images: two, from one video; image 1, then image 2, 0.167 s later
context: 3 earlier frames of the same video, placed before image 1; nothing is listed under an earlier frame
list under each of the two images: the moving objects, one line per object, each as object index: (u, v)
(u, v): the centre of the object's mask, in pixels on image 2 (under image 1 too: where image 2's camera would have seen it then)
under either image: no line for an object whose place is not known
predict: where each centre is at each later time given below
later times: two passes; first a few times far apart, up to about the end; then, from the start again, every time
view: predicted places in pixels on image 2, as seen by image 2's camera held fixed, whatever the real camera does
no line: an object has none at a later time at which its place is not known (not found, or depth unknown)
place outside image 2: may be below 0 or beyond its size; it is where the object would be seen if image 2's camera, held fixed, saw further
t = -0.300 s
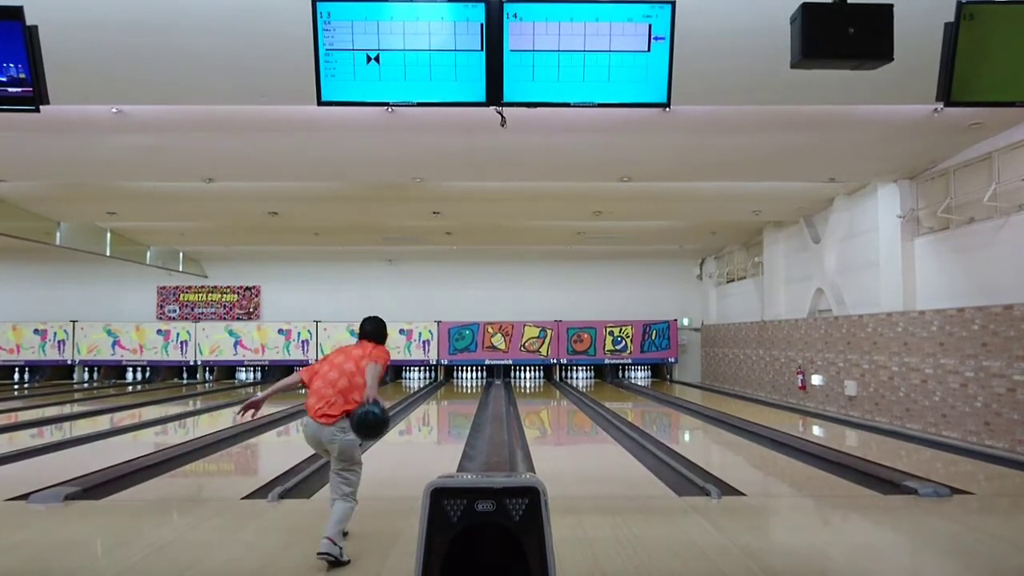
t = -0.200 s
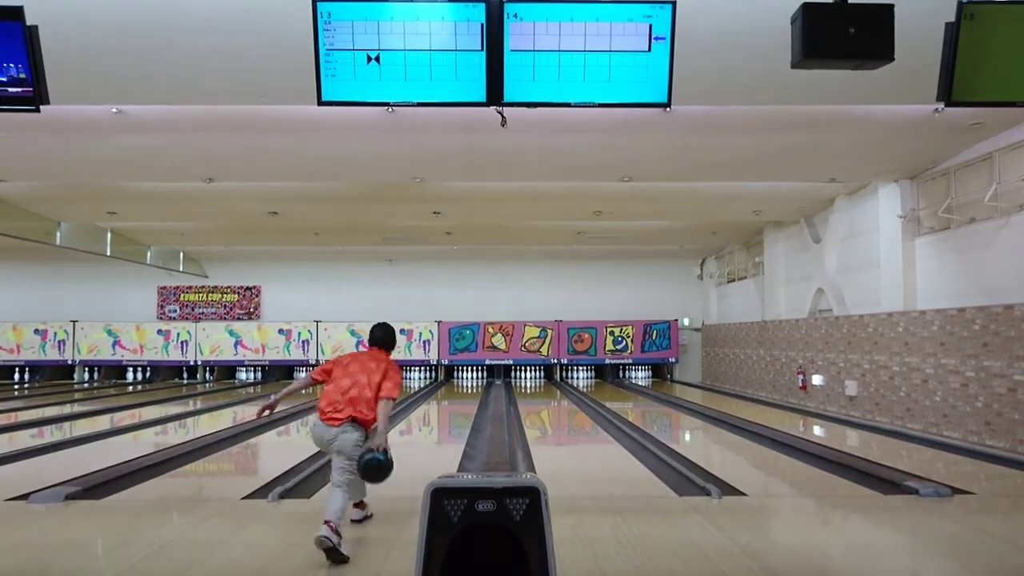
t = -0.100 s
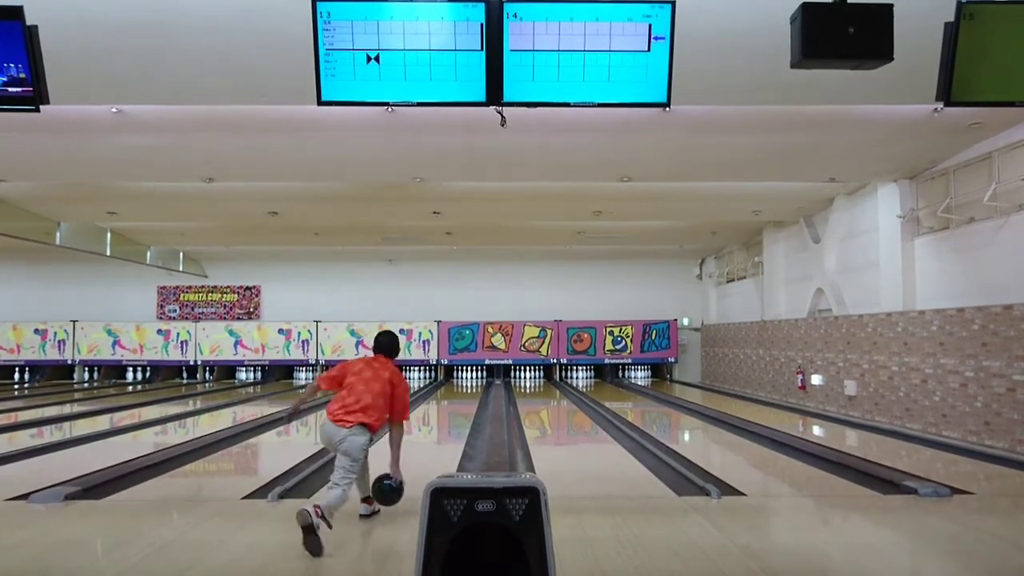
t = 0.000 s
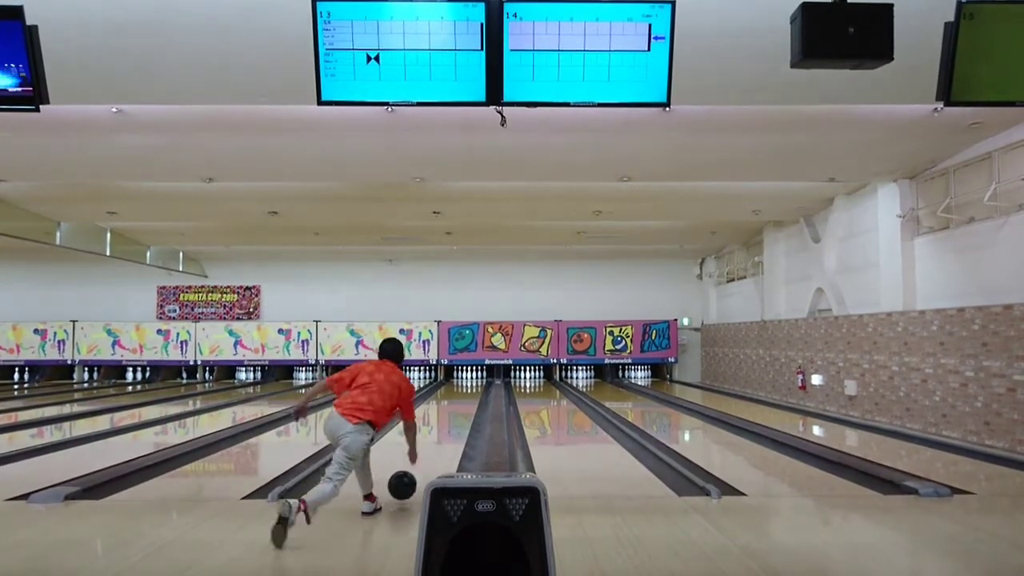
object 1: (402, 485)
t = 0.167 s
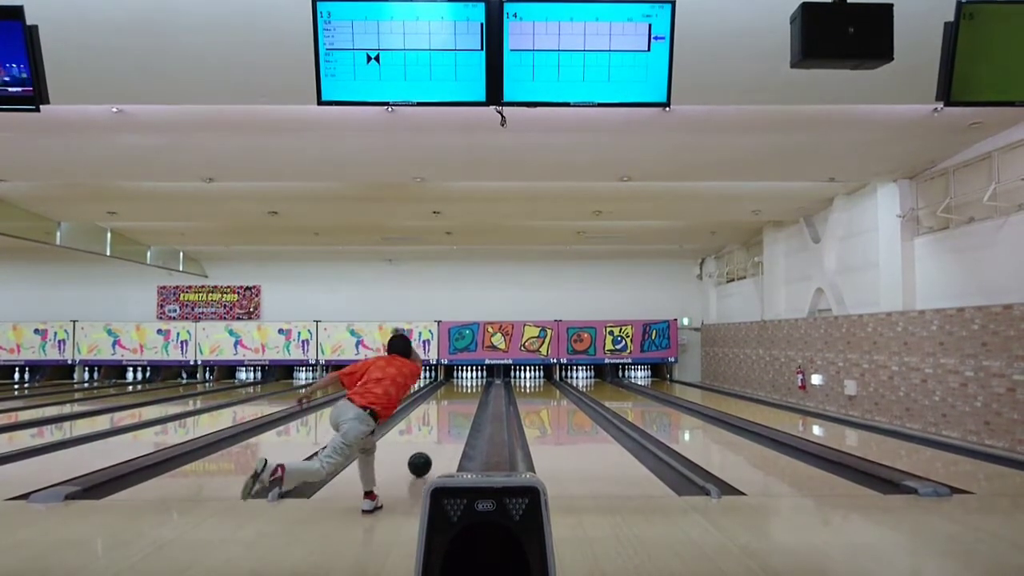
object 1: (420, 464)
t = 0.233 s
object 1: (425, 456)
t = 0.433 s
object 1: (438, 438)
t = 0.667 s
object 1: (448, 423)
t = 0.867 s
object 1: (454, 413)
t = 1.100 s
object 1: (459, 405)
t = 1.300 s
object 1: (463, 399)
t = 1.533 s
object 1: (466, 393)
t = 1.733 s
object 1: (468, 389)
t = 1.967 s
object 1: (470, 385)
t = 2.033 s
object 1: (471, 384)
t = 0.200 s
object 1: (422, 460)
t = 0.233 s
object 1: (425, 456)
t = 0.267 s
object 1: (427, 453)
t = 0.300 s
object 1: (430, 450)
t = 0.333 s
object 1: (432, 446)
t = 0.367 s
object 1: (434, 443)
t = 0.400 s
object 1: (436, 440)
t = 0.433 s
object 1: (438, 438)
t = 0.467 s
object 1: (439, 435)
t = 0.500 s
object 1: (441, 433)
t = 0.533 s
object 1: (442, 431)
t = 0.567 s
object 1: (444, 429)
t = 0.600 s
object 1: (445, 427)
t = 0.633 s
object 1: (446, 425)
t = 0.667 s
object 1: (448, 423)
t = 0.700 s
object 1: (449, 421)
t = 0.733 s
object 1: (450, 419)
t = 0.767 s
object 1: (451, 418)
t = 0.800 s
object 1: (452, 416)
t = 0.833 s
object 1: (453, 415)
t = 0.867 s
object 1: (454, 413)
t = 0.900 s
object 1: (455, 412)
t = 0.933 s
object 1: (456, 411)
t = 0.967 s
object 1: (456, 409)
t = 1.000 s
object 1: (457, 408)
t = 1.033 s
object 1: (458, 407)
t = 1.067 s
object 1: (459, 406)
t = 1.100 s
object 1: (459, 405)
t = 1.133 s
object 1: (460, 404)
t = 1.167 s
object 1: (461, 403)
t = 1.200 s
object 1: (461, 402)
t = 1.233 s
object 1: (462, 401)
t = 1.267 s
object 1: (462, 400)
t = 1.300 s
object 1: (463, 399)
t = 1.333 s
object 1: (464, 398)
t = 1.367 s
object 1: (464, 397)
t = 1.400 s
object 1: (465, 396)
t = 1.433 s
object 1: (465, 395)
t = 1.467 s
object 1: (466, 394)
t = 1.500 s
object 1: (466, 394)
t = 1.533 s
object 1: (466, 393)
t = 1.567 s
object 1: (467, 392)
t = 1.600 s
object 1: (467, 392)
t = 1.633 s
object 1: (467, 391)
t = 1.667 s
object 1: (468, 390)
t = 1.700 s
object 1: (468, 390)
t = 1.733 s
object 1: (468, 389)
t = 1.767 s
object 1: (469, 389)
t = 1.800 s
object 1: (469, 388)
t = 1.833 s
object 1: (469, 387)
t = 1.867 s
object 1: (470, 387)
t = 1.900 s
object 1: (470, 386)
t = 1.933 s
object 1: (470, 386)
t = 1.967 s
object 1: (470, 385)
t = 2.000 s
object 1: (470, 385)
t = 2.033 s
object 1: (471, 384)
